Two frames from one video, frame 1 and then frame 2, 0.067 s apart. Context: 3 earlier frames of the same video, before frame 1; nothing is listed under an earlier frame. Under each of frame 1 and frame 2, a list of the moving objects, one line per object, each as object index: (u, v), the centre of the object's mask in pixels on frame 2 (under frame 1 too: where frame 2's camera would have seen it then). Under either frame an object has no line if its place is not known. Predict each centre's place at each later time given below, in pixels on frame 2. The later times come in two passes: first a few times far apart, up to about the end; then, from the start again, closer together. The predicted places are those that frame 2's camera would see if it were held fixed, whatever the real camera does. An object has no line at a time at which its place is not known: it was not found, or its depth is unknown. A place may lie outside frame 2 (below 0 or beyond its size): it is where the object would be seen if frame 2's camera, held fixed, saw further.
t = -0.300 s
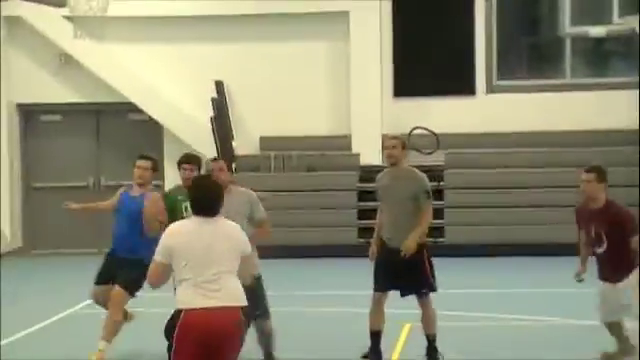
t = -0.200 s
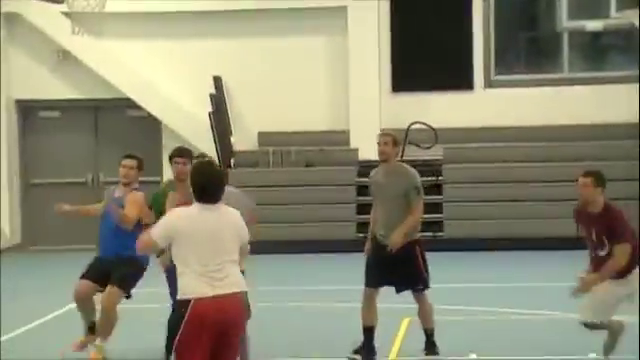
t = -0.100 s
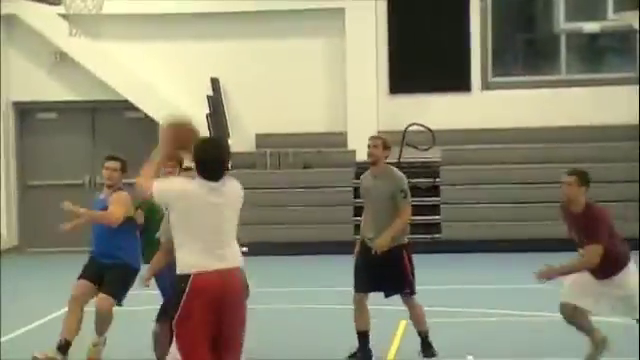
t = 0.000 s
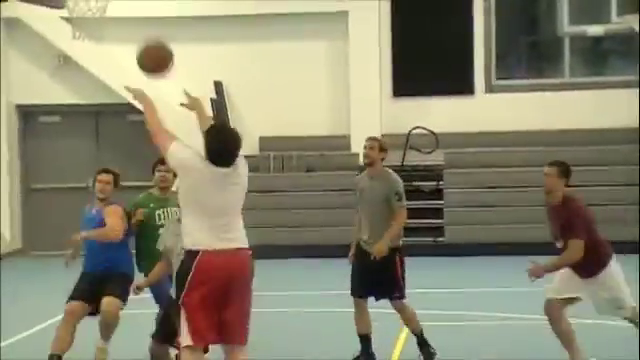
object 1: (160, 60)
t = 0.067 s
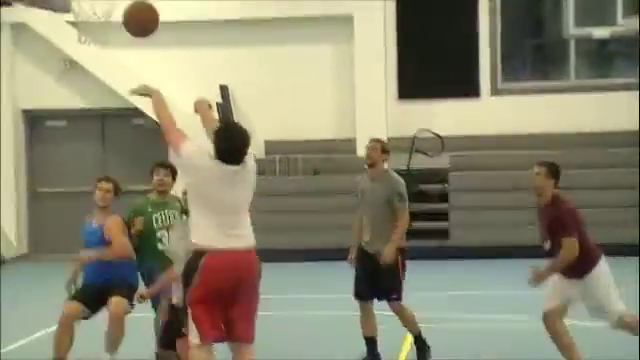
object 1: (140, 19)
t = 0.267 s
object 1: (85, -63)
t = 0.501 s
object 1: (45, -77)
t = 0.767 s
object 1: (110, -55)
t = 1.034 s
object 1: (116, -88)
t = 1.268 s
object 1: (124, -38)
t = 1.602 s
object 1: (206, -14)
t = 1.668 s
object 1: (224, 9)
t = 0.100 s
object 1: (129, 5)
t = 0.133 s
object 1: (120, -10)
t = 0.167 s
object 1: (110, -25)
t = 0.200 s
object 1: (102, -41)
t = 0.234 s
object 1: (94, -54)
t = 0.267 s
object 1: (85, -63)
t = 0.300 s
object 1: (77, -69)
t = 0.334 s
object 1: (69, -74)
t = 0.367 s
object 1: (61, -78)
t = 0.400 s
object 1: (53, -80)
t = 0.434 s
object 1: (46, -80)
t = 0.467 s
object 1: (38, -79)
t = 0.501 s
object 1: (45, -77)
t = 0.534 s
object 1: (57, -72)
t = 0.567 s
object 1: (67, -67)
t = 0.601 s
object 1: (78, -61)
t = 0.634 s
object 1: (89, -53)
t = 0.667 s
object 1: (99, -43)
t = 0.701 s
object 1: (109, -33)
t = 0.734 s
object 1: (110, -44)
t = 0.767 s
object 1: (110, -55)
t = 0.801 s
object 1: (111, -64)
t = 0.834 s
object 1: (111, -73)
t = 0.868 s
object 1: (112, -79)
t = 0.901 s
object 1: (112, -85)
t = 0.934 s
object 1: (113, -88)
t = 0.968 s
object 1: (114, -89)
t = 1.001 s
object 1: (115, -89)
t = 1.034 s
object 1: (116, -88)
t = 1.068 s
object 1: (117, -85)
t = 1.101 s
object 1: (118, -81)
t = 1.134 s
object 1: (119, -76)
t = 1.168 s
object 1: (120, -68)
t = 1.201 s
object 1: (122, -58)
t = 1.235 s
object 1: (123, -48)
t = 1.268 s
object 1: (124, -38)
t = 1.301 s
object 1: (131, -42)
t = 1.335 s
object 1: (140, -45)
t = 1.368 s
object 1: (148, -47)
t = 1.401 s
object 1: (156, -46)
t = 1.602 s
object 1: (206, -14)
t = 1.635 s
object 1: (215, -5)
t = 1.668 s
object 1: (224, 9)
